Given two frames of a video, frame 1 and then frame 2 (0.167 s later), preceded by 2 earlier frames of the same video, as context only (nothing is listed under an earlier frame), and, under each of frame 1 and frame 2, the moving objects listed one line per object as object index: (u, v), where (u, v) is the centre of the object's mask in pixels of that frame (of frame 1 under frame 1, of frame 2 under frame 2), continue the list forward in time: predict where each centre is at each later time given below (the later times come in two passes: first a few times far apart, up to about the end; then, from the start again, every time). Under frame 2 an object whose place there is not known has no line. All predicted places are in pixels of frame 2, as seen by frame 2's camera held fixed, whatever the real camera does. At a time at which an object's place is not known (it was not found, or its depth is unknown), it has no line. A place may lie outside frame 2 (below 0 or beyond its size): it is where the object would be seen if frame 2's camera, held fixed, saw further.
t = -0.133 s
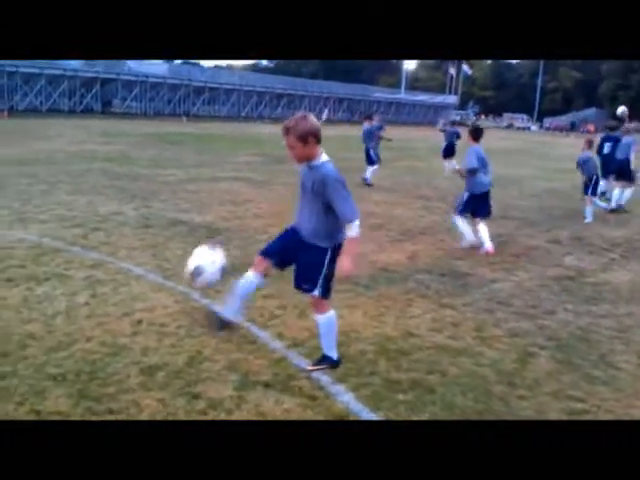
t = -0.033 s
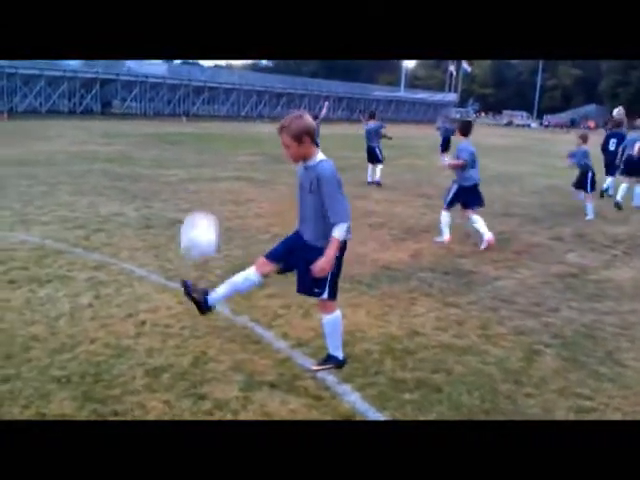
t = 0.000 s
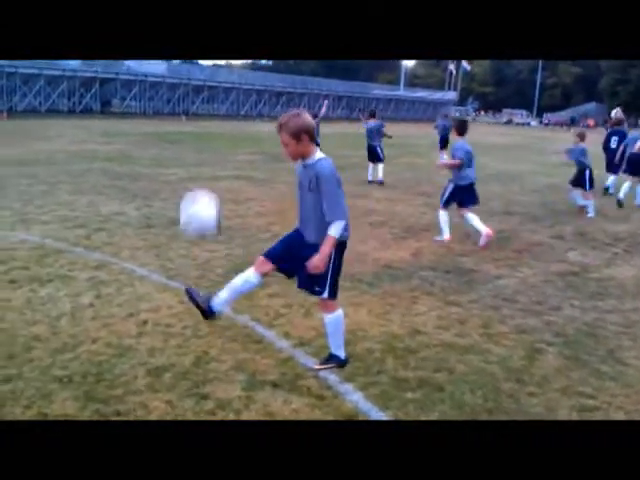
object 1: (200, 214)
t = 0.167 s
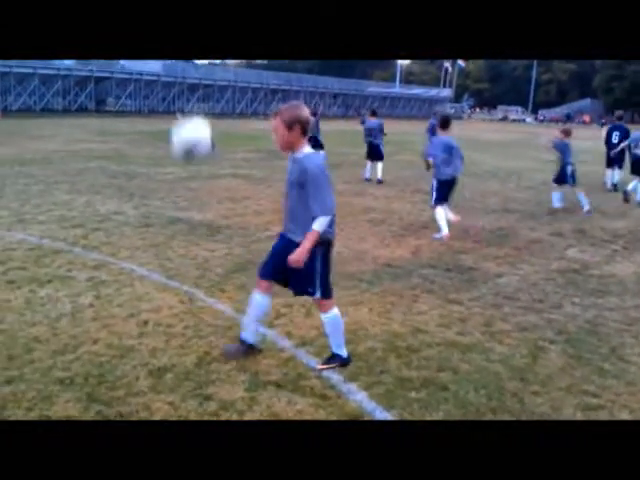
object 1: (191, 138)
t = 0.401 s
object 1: (179, 87)
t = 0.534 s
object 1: (174, 99)
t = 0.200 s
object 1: (189, 124)
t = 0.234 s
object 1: (188, 111)
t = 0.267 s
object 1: (185, 102)
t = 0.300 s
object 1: (184, 95)
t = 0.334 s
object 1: (181, 89)
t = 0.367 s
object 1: (179, 87)
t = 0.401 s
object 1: (179, 87)
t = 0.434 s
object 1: (178, 87)
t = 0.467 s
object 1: (177, 87)
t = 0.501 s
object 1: (175, 92)
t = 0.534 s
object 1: (174, 99)
